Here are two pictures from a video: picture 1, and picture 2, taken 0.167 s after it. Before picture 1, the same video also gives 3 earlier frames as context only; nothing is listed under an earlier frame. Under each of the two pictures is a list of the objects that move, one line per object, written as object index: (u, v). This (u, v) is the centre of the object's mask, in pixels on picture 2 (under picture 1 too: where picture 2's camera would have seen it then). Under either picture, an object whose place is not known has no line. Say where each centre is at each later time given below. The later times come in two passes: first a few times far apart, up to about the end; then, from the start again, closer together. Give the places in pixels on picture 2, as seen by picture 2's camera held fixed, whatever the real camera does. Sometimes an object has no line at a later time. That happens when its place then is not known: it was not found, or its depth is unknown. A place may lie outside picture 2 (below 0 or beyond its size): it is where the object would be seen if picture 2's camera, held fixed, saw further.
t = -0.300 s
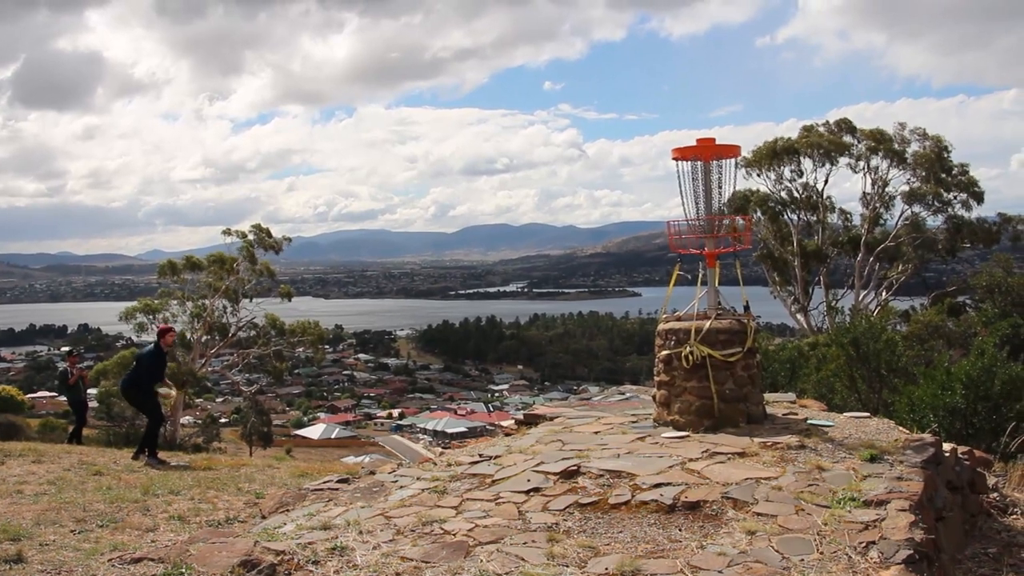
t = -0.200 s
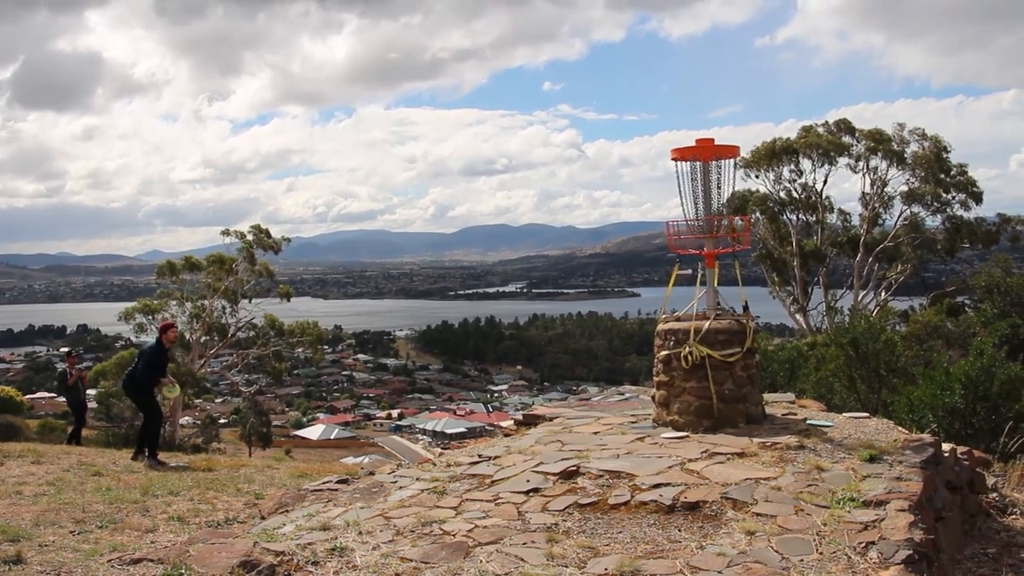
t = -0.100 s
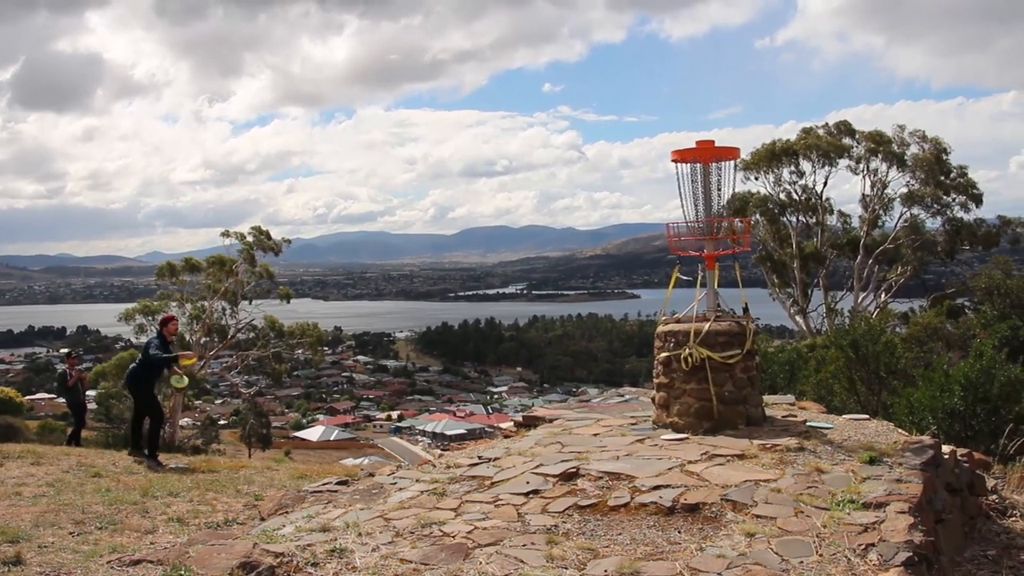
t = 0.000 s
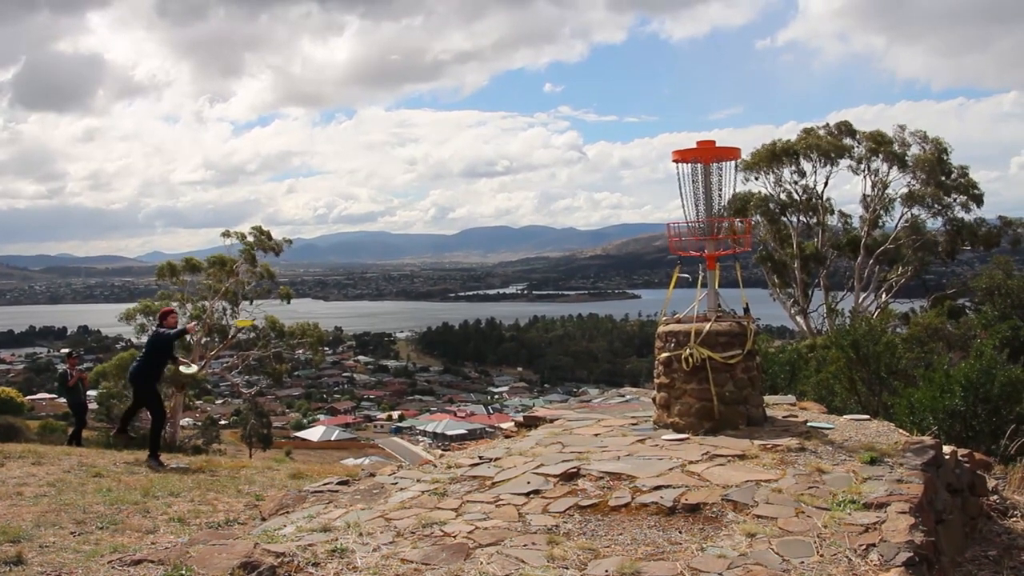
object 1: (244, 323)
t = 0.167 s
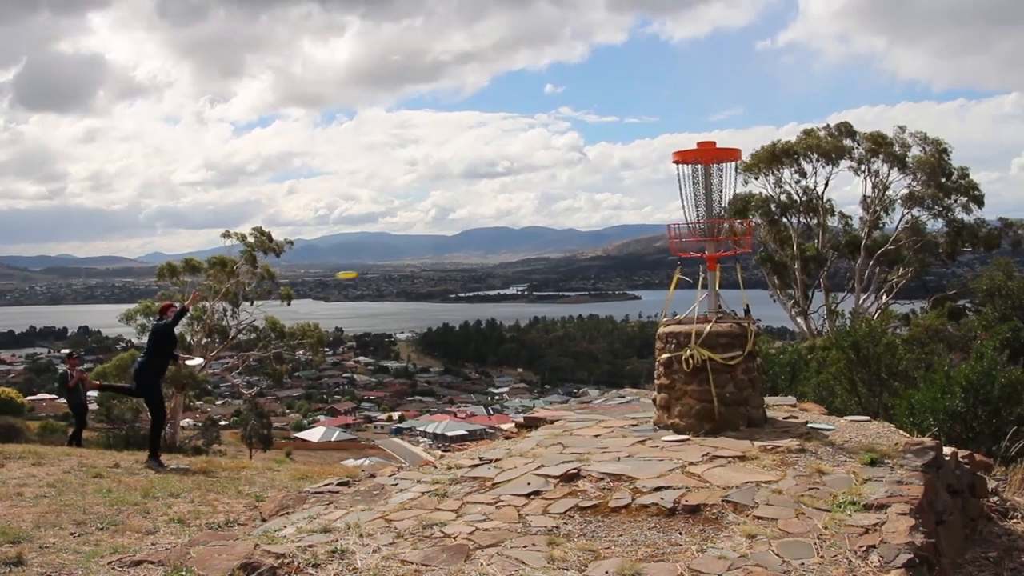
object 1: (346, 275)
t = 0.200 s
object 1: (369, 268)
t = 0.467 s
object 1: (587, 237)
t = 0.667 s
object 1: (623, 272)
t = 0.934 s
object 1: (565, 408)
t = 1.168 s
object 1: (510, 402)
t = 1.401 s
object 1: (466, 438)
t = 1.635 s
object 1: (424, 450)
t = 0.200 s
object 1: (369, 268)
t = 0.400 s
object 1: (526, 240)
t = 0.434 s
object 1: (557, 238)
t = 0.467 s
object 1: (587, 237)
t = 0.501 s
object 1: (620, 236)
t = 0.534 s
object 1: (653, 236)
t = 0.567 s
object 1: (649, 243)
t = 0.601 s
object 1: (640, 251)
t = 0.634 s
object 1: (631, 261)
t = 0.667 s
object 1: (623, 272)
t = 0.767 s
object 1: (600, 313)
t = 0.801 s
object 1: (592, 330)
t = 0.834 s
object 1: (585, 348)
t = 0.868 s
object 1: (578, 368)
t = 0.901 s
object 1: (572, 387)
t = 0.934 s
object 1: (565, 408)
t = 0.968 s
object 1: (557, 411)
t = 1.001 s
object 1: (549, 406)
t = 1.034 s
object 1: (541, 402)
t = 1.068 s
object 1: (533, 400)
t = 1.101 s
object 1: (525, 399)
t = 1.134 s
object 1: (518, 400)
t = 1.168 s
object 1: (510, 402)
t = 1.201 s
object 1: (503, 405)
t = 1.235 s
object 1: (497, 410)
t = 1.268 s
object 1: (490, 415)
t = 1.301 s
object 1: (484, 423)
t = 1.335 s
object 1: (477, 432)
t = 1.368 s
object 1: (471, 438)
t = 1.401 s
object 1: (466, 438)
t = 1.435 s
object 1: (460, 439)
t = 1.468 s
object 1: (454, 438)
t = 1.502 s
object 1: (447, 438)
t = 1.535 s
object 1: (442, 439)
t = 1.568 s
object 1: (436, 442)
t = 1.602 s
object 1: (430, 446)
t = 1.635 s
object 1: (424, 450)
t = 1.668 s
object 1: (418, 456)
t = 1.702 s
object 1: (412, 462)
